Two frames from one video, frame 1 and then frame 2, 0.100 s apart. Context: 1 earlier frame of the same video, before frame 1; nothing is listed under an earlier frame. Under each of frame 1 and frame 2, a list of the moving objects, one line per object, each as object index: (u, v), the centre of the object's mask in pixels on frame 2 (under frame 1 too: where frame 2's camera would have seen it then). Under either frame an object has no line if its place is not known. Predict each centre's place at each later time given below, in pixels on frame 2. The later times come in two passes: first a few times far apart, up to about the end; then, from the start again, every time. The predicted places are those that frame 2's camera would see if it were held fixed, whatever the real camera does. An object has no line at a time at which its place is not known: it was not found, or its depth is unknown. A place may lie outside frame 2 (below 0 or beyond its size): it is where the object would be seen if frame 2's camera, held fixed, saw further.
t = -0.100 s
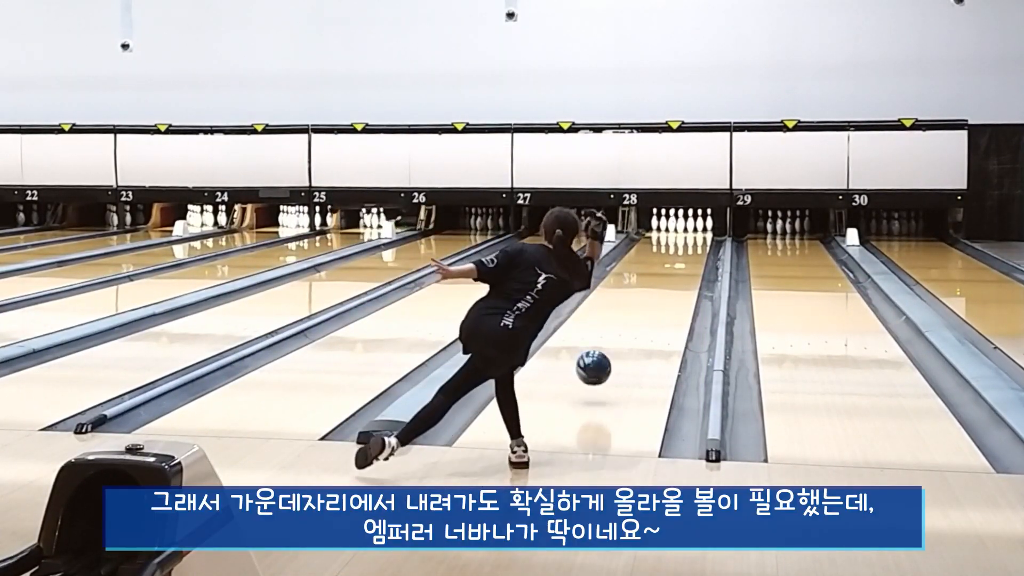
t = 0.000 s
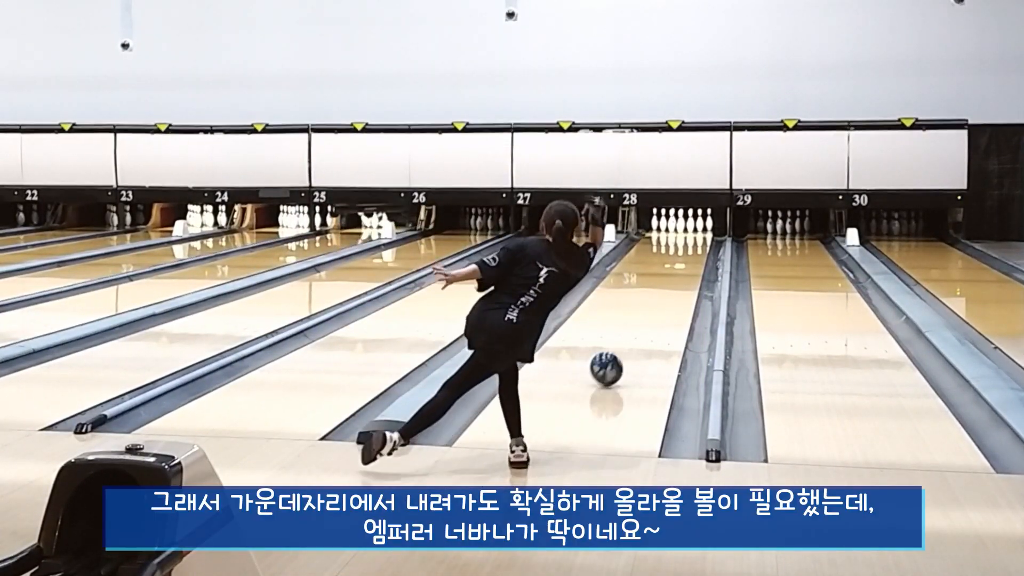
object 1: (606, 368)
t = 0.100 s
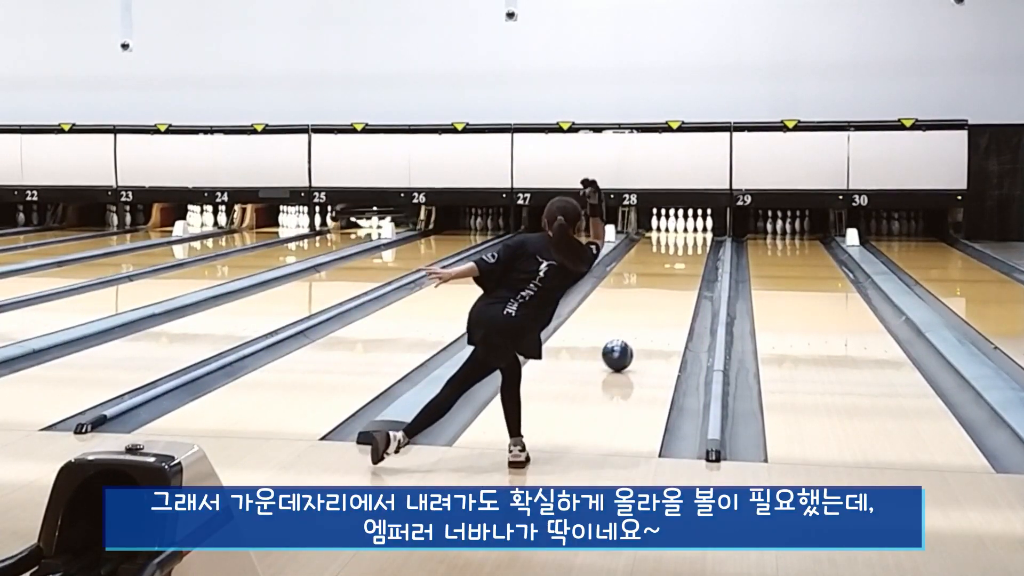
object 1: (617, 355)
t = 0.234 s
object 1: (630, 339)
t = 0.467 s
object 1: (648, 316)
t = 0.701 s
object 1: (661, 297)
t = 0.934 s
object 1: (672, 282)
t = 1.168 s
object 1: (681, 270)
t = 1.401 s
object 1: (686, 260)
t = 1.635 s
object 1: (690, 251)
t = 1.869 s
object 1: (692, 244)
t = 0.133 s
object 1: (621, 350)
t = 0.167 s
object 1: (624, 346)
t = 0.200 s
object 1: (627, 342)
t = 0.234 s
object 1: (630, 339)
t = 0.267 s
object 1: (633, 335)
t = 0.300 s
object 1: (636, 332)
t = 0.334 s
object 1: (638, 328)
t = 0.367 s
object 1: (641, 325)
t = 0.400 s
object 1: (643, 322)
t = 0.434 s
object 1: (646, 319)
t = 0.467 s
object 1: (648, 316)
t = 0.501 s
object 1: (650, 313)
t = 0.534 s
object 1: (652, 310)
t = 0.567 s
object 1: (654, 307)
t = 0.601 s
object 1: (656, 305)
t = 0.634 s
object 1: (658, 302)
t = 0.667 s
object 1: (660, 300)
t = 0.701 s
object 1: (661, 297)
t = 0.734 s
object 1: (663, 295)
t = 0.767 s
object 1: (665, 293)
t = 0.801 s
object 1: (666, 290)
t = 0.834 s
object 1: (668, 289)
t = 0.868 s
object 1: (669, 287)
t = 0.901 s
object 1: (671, 285)
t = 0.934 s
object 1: (672, 282)
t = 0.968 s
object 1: (673, 281)
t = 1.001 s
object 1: (675, 279)
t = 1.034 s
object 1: (676, 277)
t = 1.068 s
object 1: (677, 275)
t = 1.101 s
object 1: (678, 273)
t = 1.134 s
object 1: (679, 272)
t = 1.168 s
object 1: (681, 270)
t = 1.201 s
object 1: (681, 269)
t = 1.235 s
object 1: (682, 267)
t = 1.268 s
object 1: (683, 265)
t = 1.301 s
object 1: (684, 264)
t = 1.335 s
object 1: (685, 263)
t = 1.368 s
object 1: (686, 261)
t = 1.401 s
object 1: (686, 260)
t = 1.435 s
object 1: (687, 259)
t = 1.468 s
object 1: (688, 257)
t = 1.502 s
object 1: (688, 256)
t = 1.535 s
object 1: (689, 255)
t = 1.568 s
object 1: (689, 254)
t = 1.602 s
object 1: (690, 252)
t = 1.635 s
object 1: (690, 251)
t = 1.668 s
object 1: (691, 250)
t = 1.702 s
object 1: (691, 249)
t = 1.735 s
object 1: (691, 248)
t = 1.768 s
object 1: (692, 247)
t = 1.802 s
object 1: (692, 246)
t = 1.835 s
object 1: (692, 245)
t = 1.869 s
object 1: (692, 244)
